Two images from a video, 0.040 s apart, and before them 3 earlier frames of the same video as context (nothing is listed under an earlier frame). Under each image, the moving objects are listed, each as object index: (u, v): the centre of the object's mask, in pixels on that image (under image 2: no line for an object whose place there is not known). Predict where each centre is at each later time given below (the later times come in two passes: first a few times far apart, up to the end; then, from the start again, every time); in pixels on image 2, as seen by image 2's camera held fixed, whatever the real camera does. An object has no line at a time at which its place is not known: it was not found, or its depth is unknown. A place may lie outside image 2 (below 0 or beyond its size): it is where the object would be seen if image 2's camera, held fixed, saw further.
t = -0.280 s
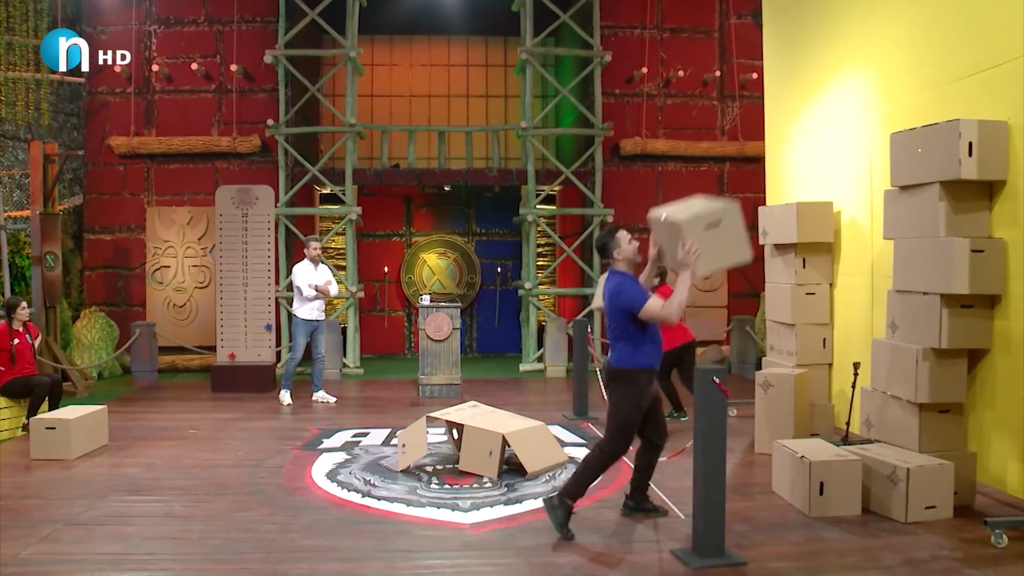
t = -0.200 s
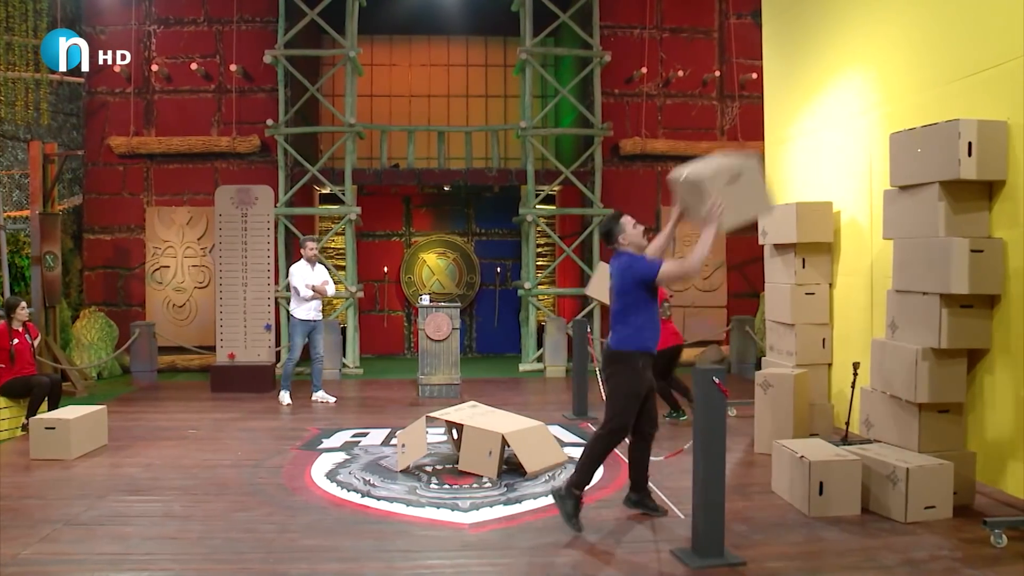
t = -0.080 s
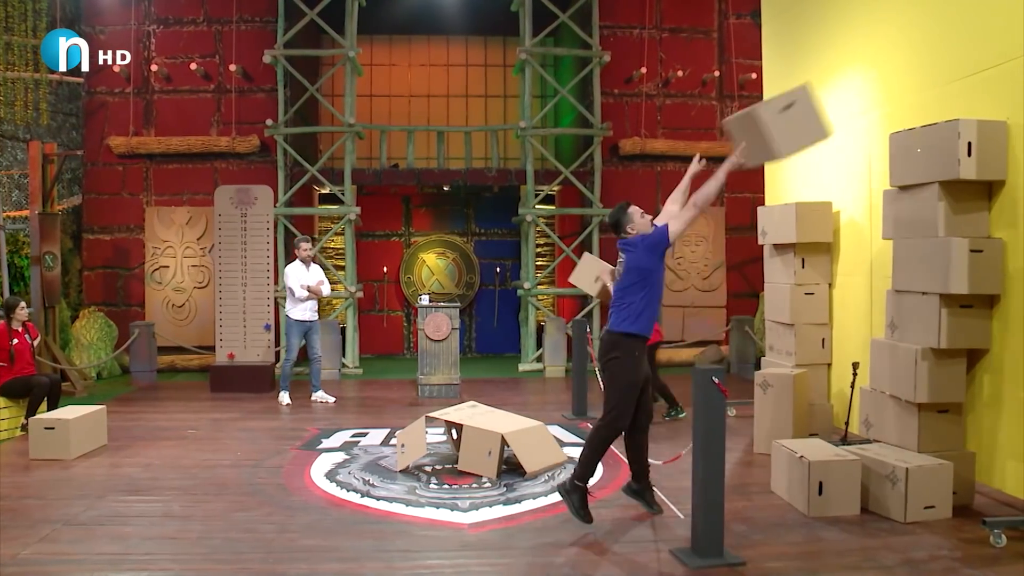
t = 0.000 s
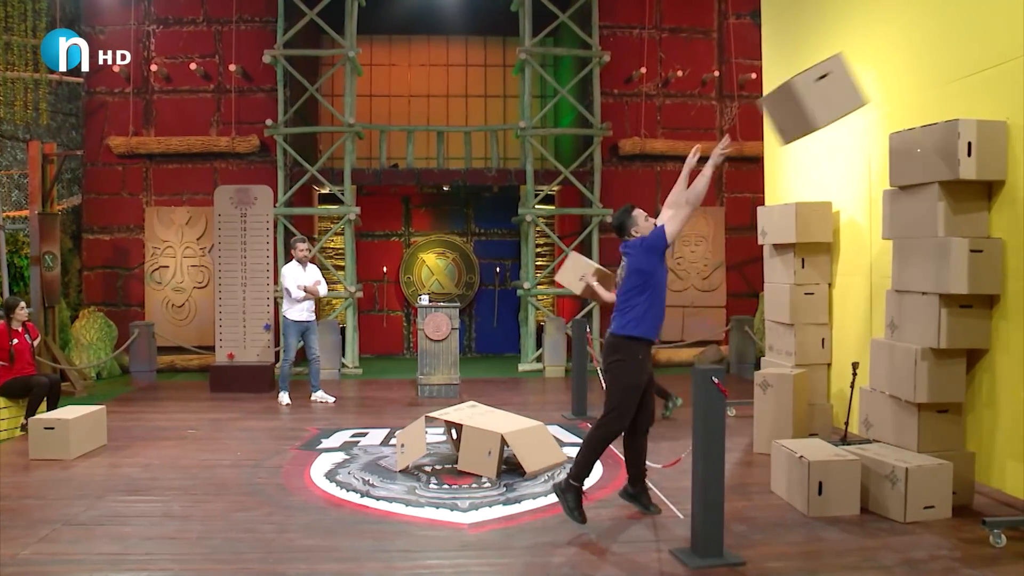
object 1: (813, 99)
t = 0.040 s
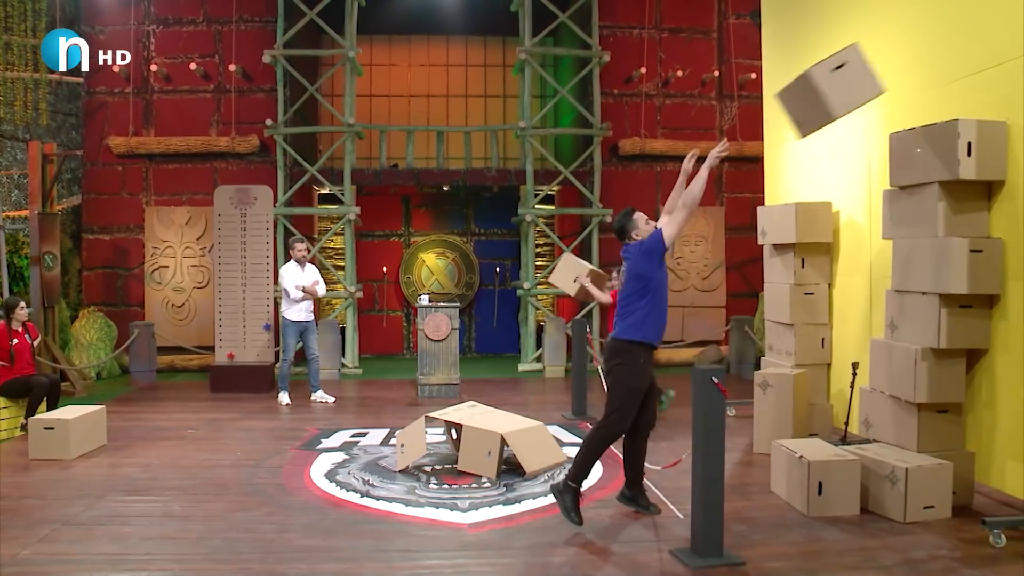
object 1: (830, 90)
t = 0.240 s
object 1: (911, 85)
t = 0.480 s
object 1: (937, 96)
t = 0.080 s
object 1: (847, 84)
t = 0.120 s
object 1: (864, 80)
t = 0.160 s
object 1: (880, 79)
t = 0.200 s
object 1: (896, 81)
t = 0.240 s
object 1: (911, 85)
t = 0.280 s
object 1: (922, 88)
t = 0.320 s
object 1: (934, 94)
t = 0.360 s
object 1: (941, 96)
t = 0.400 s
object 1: (943, 95)
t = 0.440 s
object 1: (940, 95)
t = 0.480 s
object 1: (937, 96)
